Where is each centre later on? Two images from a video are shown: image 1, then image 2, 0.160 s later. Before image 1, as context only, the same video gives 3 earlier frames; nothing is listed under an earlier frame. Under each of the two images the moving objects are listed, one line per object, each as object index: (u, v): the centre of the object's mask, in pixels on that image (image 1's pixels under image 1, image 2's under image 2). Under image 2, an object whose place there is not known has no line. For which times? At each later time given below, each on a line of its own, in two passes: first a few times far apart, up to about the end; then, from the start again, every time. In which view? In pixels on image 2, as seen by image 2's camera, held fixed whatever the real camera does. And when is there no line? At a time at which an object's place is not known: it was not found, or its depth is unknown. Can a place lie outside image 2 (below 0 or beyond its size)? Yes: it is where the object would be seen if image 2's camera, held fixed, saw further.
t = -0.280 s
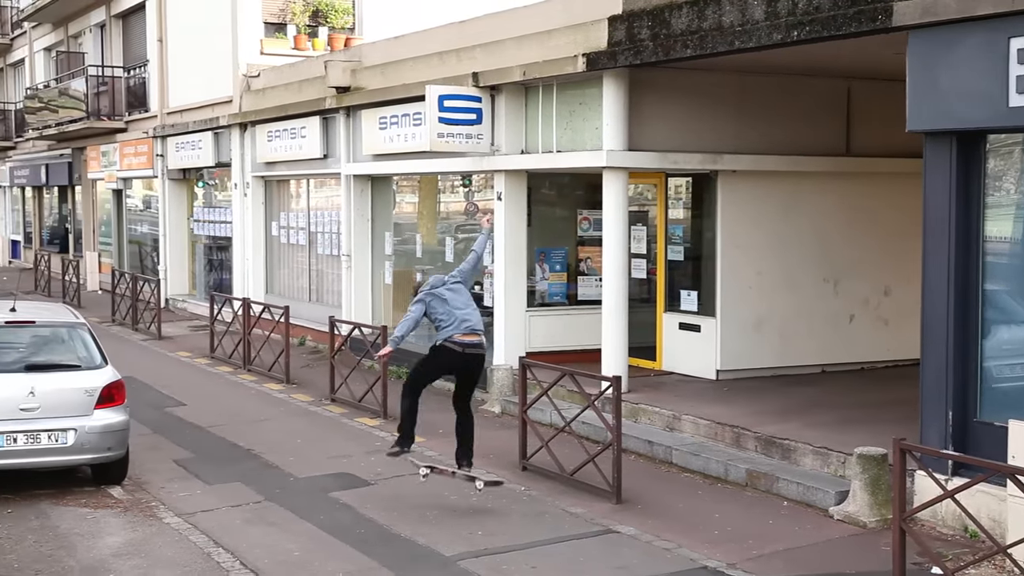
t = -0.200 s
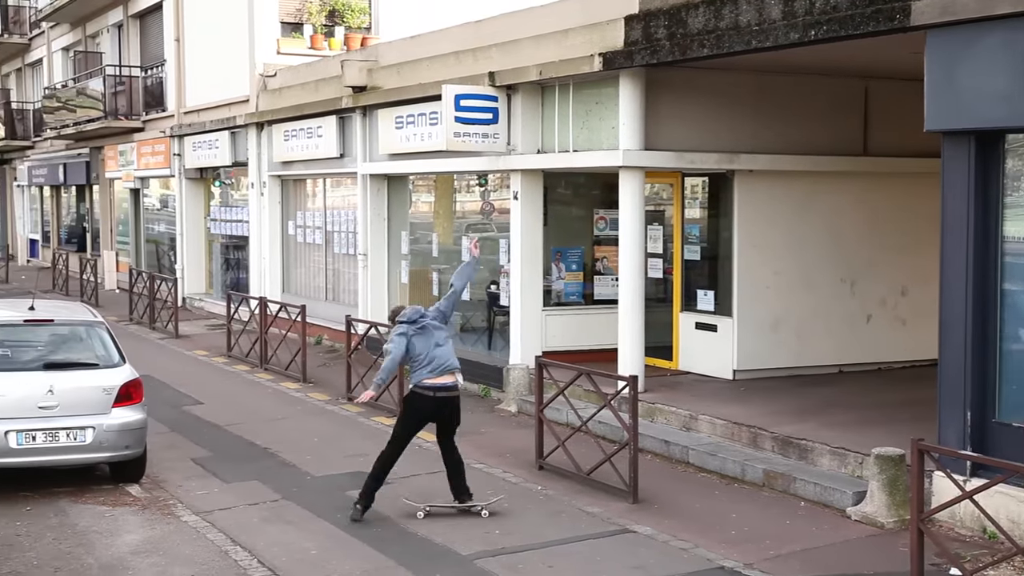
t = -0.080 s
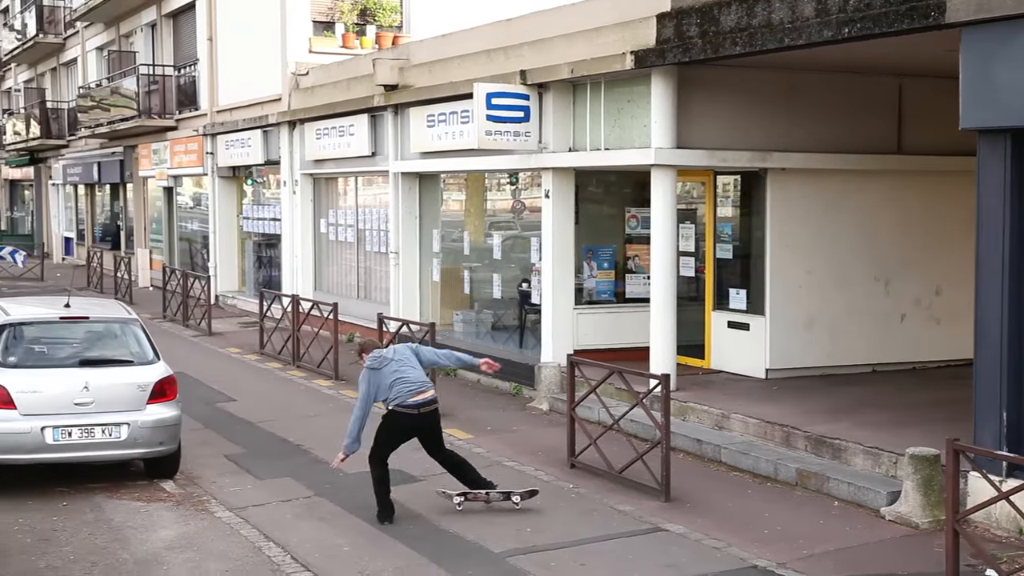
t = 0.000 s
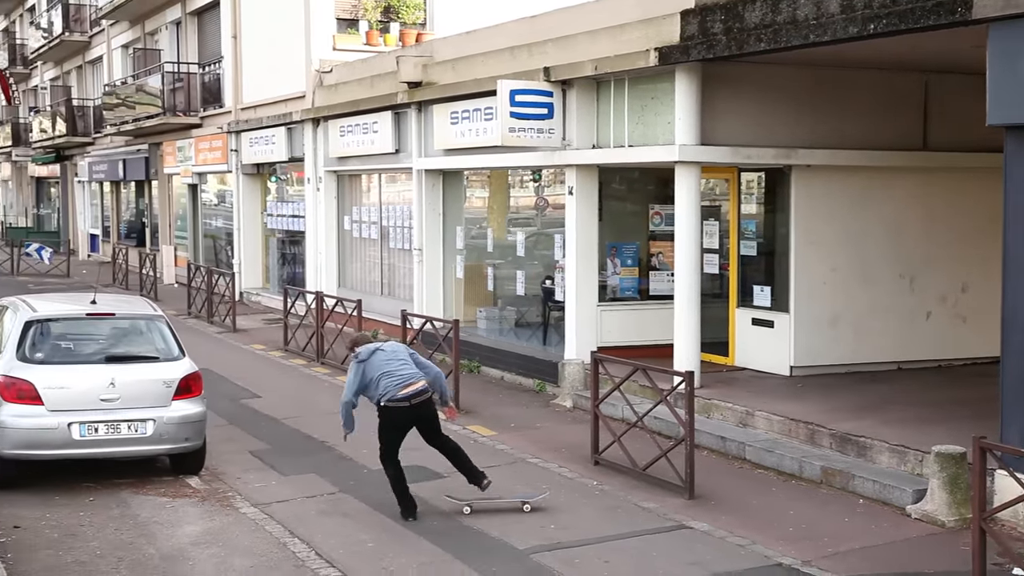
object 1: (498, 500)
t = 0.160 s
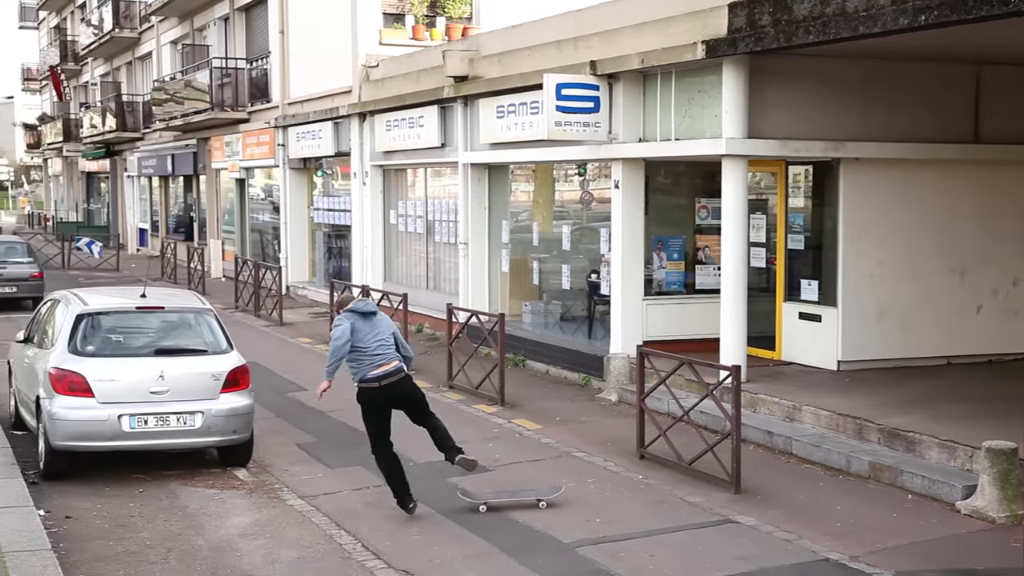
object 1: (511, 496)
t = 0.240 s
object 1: (495, 498)
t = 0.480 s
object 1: (448, 501)
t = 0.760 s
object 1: (395, 505)
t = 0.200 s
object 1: (503, 497)
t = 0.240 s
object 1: (495, 498)
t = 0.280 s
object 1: (488, 499)
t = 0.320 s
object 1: (480, 499)
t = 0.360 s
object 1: (471, 500)
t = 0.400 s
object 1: (463, 500)
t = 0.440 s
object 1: (456, 501)
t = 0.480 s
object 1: (448, 501)
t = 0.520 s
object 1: (440, 502)
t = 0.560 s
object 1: (432, 503)
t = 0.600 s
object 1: (425, 503)
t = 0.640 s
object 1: (418, 504)
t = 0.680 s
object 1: (409, 504)
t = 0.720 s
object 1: (402, 504)
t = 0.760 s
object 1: (395, 505)
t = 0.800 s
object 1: (387, 505)
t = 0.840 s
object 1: (379, 505)
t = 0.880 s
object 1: (371, 506)
